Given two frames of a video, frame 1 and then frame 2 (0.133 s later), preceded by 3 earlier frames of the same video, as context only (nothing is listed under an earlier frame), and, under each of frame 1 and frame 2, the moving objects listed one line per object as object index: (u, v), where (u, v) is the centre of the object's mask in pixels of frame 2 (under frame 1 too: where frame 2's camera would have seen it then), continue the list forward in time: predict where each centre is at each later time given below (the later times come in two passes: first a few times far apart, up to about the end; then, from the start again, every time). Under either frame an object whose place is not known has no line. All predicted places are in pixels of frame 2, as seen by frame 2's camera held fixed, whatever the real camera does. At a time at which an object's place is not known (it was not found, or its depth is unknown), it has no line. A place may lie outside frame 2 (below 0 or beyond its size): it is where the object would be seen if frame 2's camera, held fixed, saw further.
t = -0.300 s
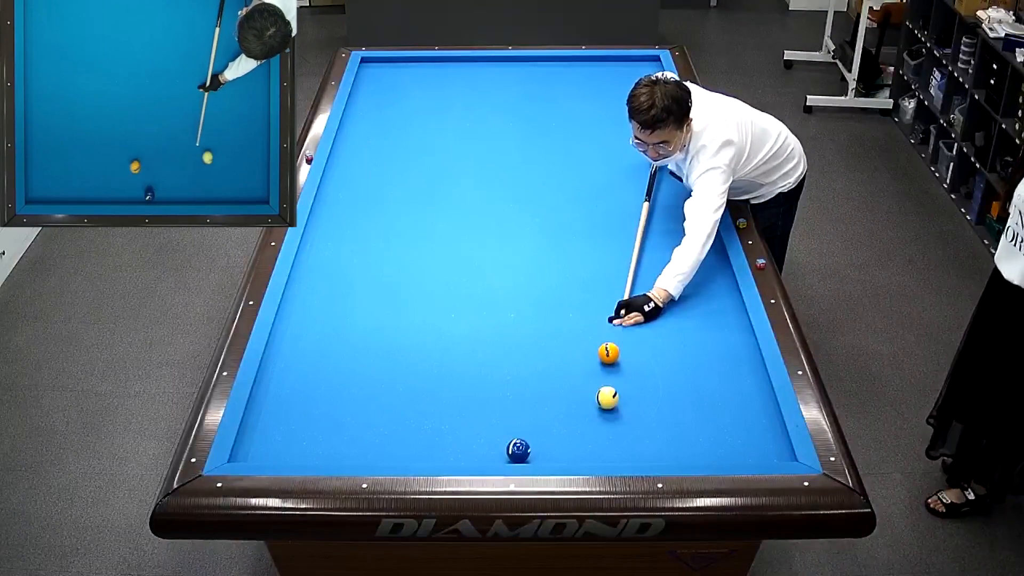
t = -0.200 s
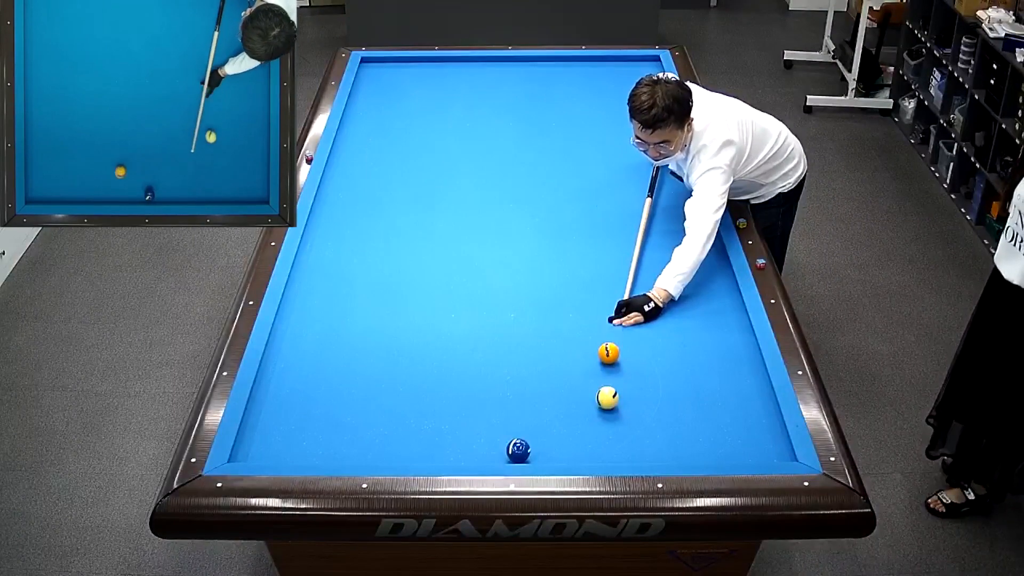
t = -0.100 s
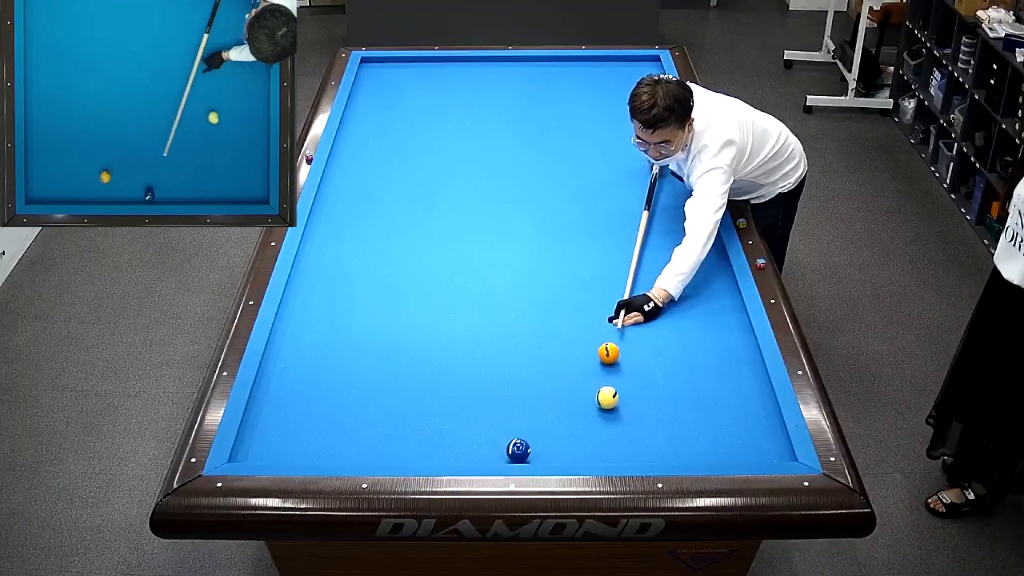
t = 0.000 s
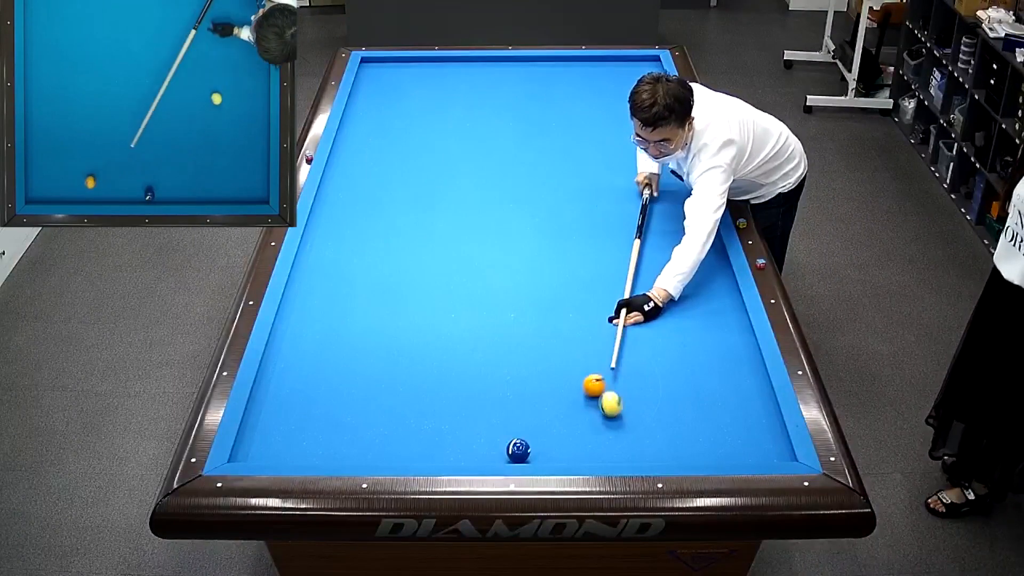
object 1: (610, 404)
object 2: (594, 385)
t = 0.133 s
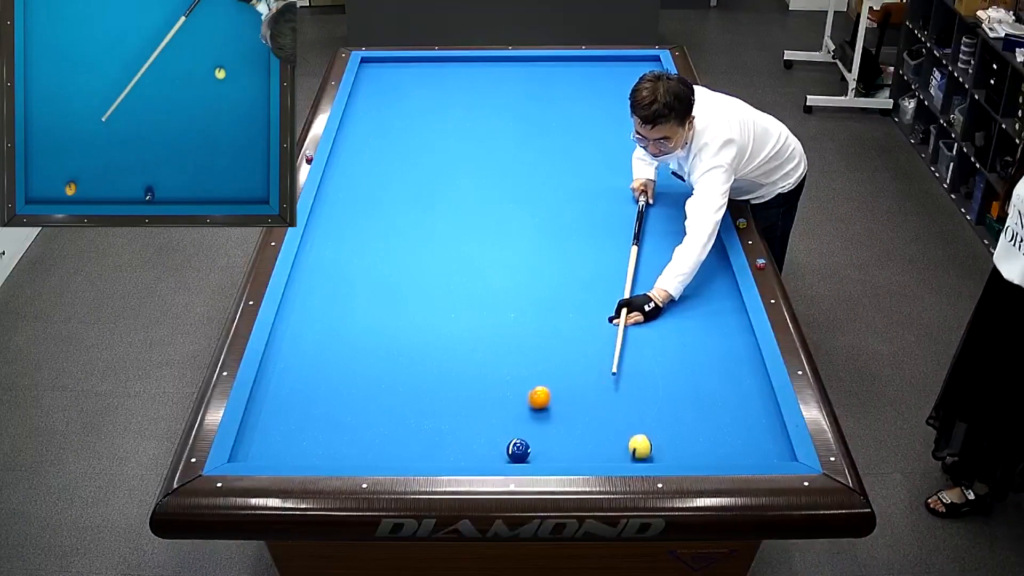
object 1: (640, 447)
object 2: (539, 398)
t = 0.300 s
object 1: (643, 390)
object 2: (482, 410)
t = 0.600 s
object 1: (648, 319)
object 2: (381, 433)
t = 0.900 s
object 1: (651, 262)
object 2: (276, 453)
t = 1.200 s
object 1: (654, 214)
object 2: (274, 455)
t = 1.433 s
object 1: (656, 181)
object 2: (309, 453)
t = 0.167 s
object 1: (641, 433)
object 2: (527, 400)
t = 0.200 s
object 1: (642, 421)
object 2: (515, 403)
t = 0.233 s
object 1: (642, 410)
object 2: (504, 406)
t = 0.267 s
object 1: (642, 400)
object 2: (493, 408)
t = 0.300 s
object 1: (643, 390)
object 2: (482, 410)
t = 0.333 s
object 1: (644, 380)
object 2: (471, 413)
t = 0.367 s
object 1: (644, 372)
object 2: (460, 415)
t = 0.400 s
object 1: (645, 364)
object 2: (449, 418)
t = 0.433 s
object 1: (645, 356)
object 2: (437, 420)
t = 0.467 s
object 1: (645, 349)
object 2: (426, 423)
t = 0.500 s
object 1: (646, 341)
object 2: (415, 425)
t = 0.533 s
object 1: (647, 333)
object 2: (403, 428)
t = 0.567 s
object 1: (647, 326)
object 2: (392, 430)
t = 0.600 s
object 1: (648, 319)
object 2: (381, 433)
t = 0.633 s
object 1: (647, 313)
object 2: (369, 435)
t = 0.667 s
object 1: (648, 305)
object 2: (358, 438)
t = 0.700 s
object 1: (649, 299)
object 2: (346, 440)
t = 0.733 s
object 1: (649, 292)
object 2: (335, 443)
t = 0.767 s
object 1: (650, 286)
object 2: (323, 445)
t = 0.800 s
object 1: (650, 280)
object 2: (312, 448)
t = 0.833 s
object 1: (650, 273)
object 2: (300, 450)
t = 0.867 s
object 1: (651, 267)
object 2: (288, 452)
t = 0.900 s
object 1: (651, 262)
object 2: (276, 453)
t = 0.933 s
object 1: (652, 256)
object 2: (265, 455)
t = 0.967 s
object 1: (651, 250)
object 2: (256, 454)
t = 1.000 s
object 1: (652, 245)
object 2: (247, 453)
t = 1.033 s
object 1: (652, 239)
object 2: (244, 452)
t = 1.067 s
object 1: (653, 234)
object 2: (251, 453)
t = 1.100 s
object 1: (654, 229)
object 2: (258, 454)
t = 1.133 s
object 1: (653, 224)
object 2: (264, 454)
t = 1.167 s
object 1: (654, 219)
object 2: (269, 455)
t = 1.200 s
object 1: (654, 214)
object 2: (274, 455)
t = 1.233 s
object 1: (654, 209)
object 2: (279, 455)
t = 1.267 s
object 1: (655, 204)
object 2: (284, 454)
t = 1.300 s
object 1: (655, 199)
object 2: (289, 454)
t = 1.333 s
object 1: (655, 195)
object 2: (294, 454)
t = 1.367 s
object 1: (656, 190)
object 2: (299, 454)
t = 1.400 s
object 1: (656, 186)
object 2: (304, 454)
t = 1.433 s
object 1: (656, 181)
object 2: (309, 453)
